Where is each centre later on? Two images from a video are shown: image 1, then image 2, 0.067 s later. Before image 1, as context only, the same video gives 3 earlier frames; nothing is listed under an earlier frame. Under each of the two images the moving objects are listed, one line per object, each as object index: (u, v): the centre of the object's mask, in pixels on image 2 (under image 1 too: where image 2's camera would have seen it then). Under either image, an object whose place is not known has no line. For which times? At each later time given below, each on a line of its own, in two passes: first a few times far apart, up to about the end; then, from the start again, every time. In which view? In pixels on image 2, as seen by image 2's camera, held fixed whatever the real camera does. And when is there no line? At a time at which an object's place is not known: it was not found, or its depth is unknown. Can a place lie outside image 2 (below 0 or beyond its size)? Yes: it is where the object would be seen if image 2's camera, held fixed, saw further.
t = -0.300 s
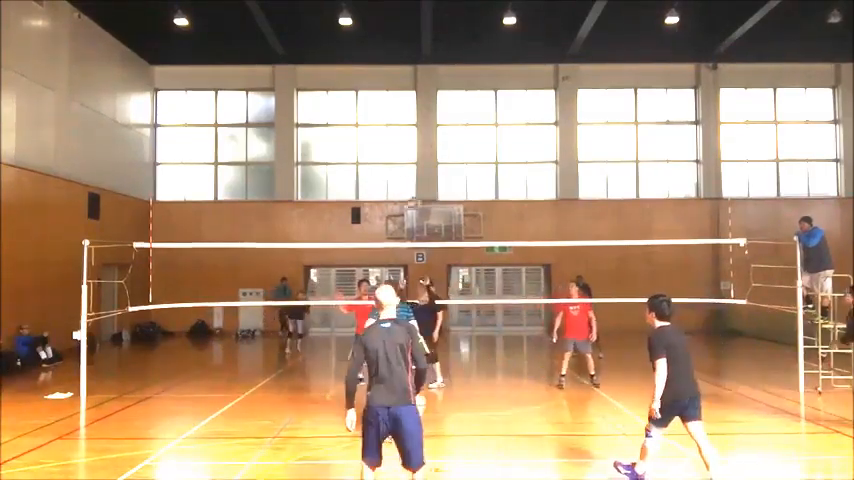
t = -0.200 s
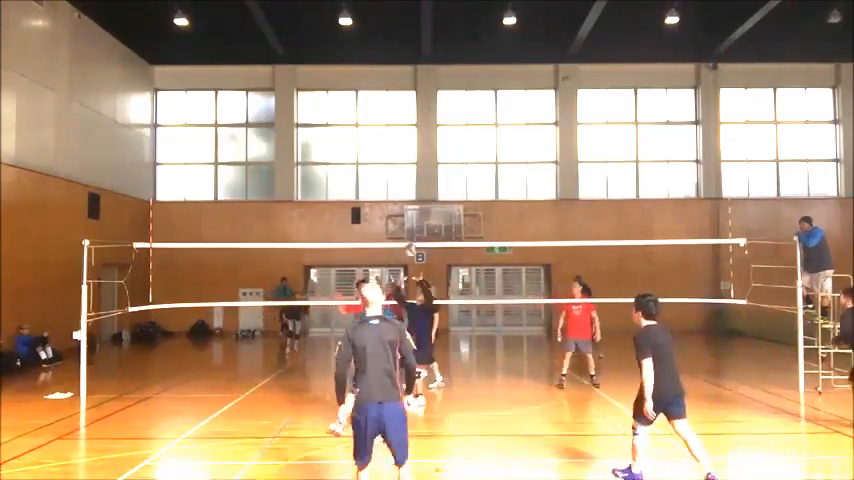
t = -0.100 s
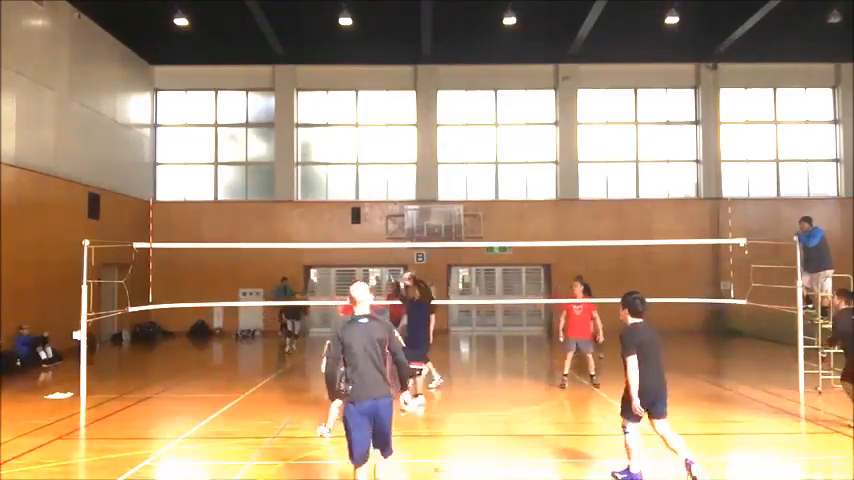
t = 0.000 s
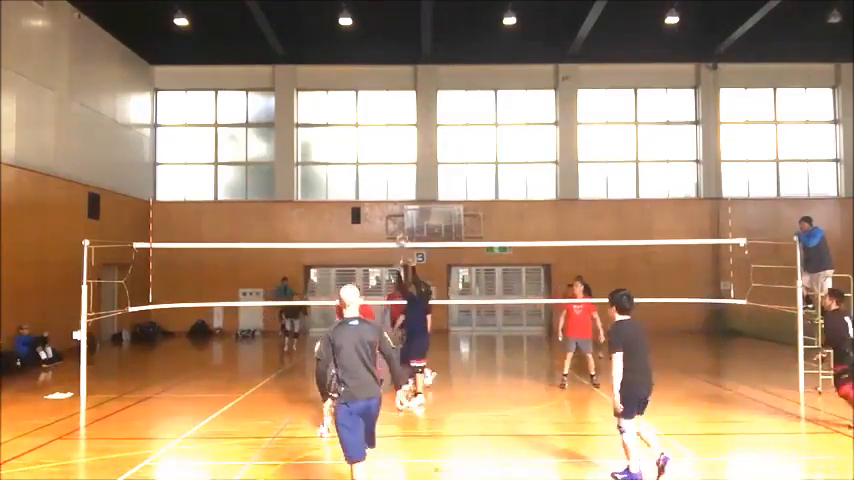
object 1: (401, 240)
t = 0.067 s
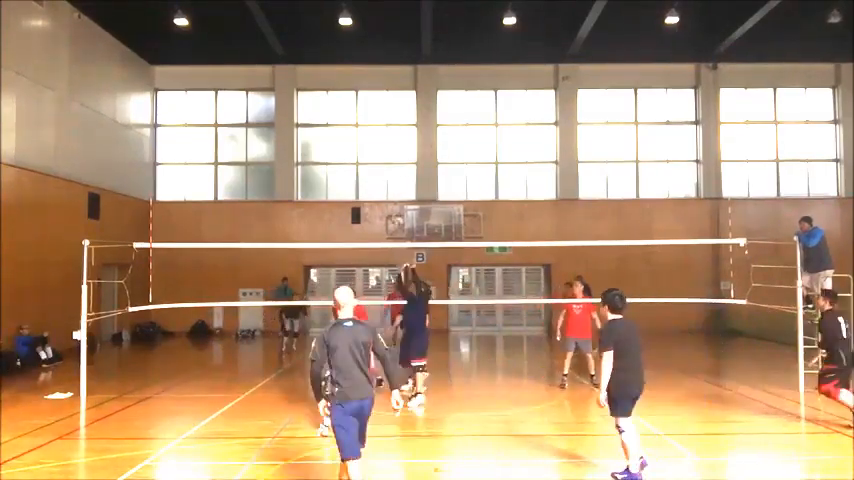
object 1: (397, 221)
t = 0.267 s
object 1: (382, 173)
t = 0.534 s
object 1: (363, 155)
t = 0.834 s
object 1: (345, 188)
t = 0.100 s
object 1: (395, 210)
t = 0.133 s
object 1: (393, 199)
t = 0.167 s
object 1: (389, 192)
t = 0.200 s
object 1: (387, 185)
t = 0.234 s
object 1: (385, 179)
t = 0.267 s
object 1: (382, 173)
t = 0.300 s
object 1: (381, 168)
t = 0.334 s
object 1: (378, 164)
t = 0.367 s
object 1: (376, 160)
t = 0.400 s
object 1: (373, 158)
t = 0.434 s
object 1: (370, 156)
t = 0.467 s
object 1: (369, 155)
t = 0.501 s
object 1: (367, 155)
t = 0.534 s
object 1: (363, 155)
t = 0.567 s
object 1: (362, 156)
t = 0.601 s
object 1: (360, 157)
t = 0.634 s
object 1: (358, 159)
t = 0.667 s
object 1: (356, 162)
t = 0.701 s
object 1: (354, 166)
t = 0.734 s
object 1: (351, 171)
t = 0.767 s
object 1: (349, 176)
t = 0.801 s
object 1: (347, 182)
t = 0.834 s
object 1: (345, 188)
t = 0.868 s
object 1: (343, 195)
